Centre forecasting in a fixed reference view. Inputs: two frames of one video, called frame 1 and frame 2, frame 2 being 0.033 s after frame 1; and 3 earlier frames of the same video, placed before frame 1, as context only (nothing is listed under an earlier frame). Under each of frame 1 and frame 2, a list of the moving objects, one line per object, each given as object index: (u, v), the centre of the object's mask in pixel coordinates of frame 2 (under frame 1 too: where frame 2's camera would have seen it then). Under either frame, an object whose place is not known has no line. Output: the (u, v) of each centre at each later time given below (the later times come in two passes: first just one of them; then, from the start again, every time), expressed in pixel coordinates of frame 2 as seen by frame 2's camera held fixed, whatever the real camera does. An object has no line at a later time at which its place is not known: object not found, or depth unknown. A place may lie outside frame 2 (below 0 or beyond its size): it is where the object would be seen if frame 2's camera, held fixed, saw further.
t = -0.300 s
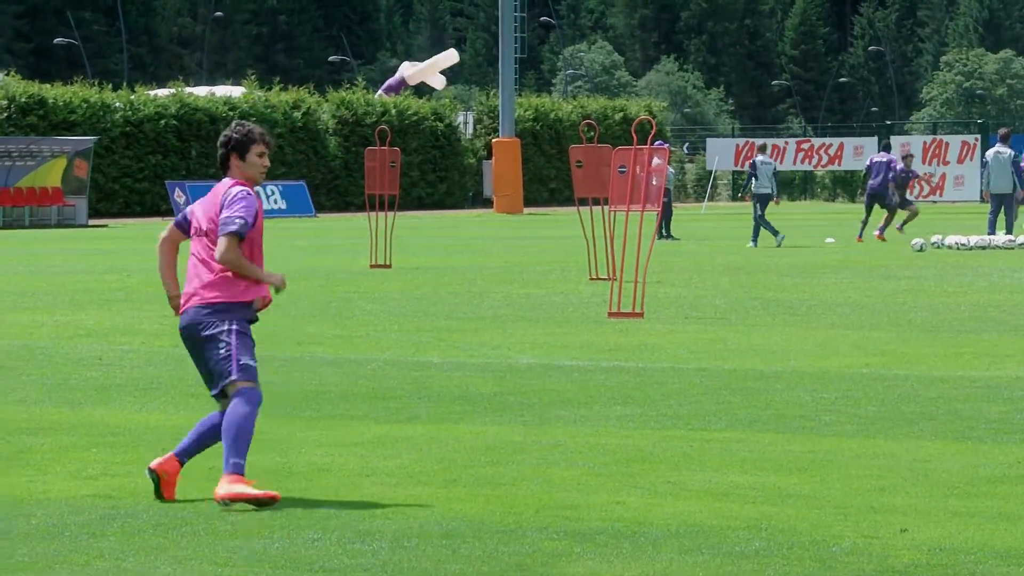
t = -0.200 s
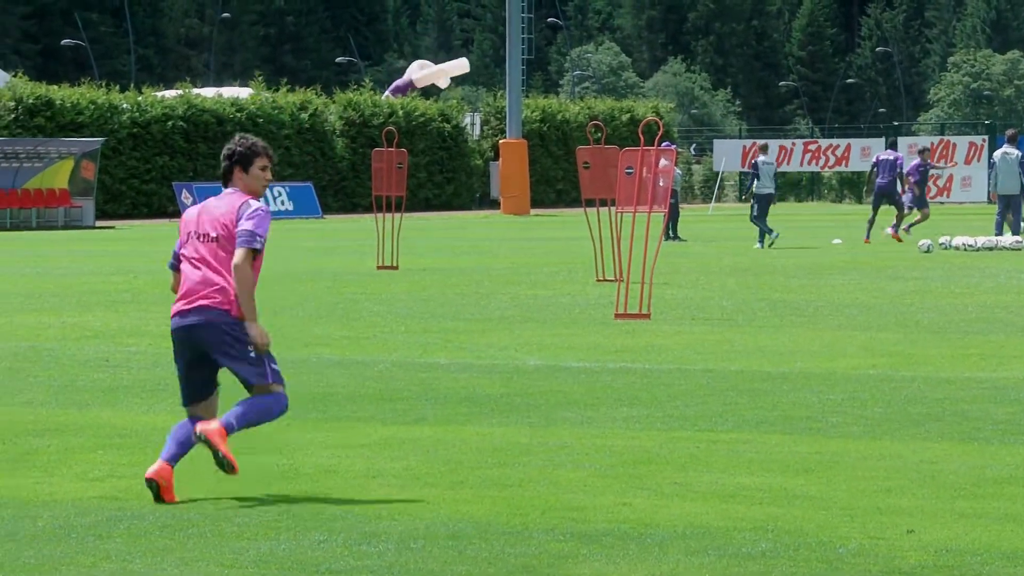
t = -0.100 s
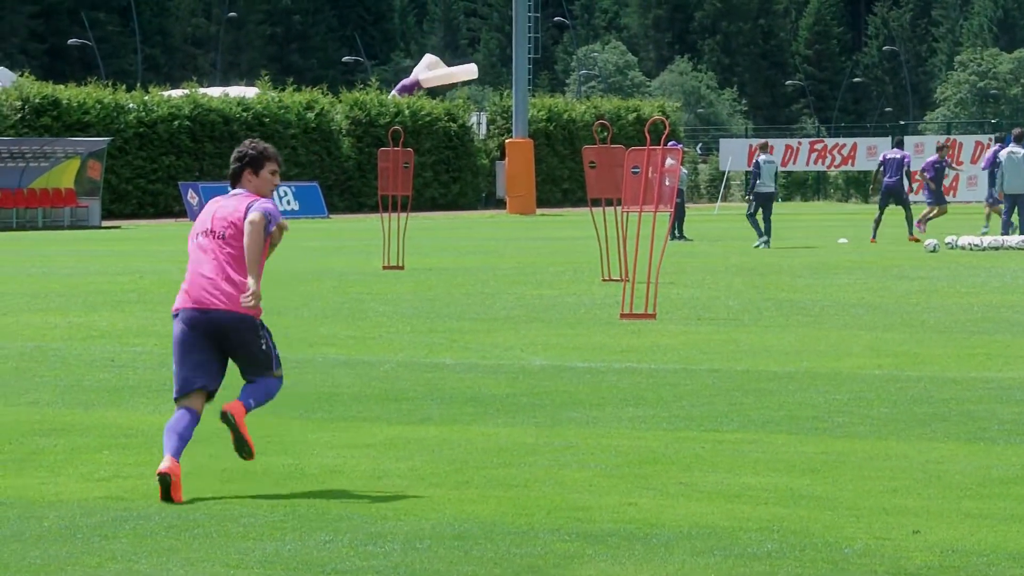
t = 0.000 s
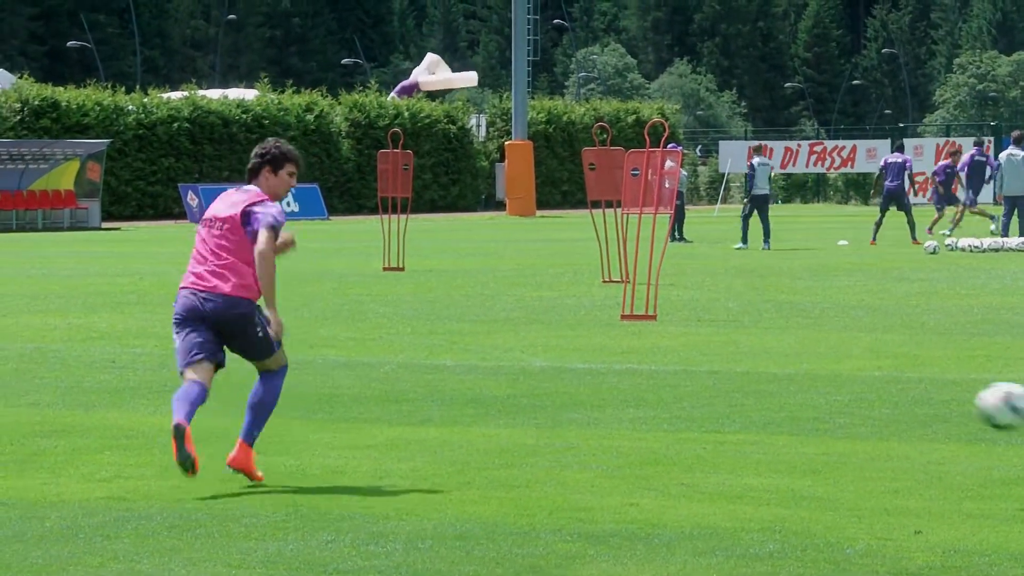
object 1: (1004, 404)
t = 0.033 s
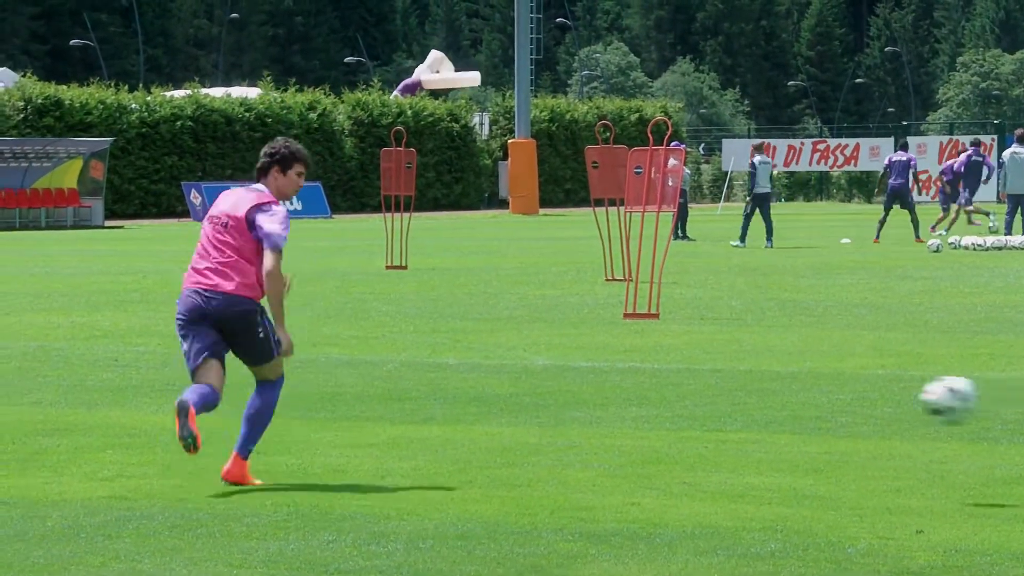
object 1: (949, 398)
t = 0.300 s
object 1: (553, 446)
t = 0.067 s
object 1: (893, 397)
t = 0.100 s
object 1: (840, 396)
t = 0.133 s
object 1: (787, 399)
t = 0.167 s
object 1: (738, 405)
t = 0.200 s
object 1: (689, 412)
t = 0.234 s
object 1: (642, 423)
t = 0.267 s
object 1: (595, 436)
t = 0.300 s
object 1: (553, 446)
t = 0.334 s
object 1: (525, 433)
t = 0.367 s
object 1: (498, 421)
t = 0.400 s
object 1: (472, 413)
